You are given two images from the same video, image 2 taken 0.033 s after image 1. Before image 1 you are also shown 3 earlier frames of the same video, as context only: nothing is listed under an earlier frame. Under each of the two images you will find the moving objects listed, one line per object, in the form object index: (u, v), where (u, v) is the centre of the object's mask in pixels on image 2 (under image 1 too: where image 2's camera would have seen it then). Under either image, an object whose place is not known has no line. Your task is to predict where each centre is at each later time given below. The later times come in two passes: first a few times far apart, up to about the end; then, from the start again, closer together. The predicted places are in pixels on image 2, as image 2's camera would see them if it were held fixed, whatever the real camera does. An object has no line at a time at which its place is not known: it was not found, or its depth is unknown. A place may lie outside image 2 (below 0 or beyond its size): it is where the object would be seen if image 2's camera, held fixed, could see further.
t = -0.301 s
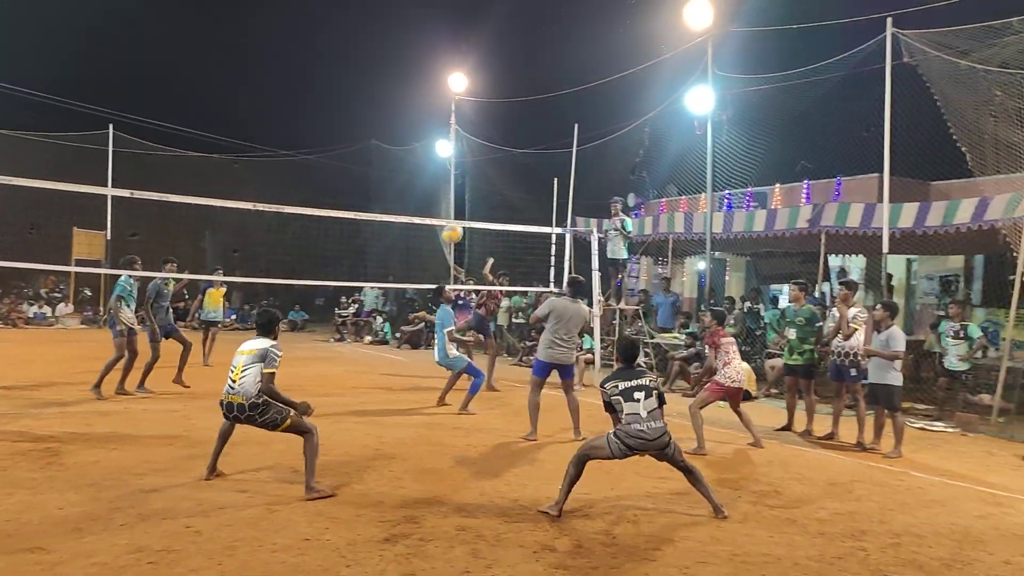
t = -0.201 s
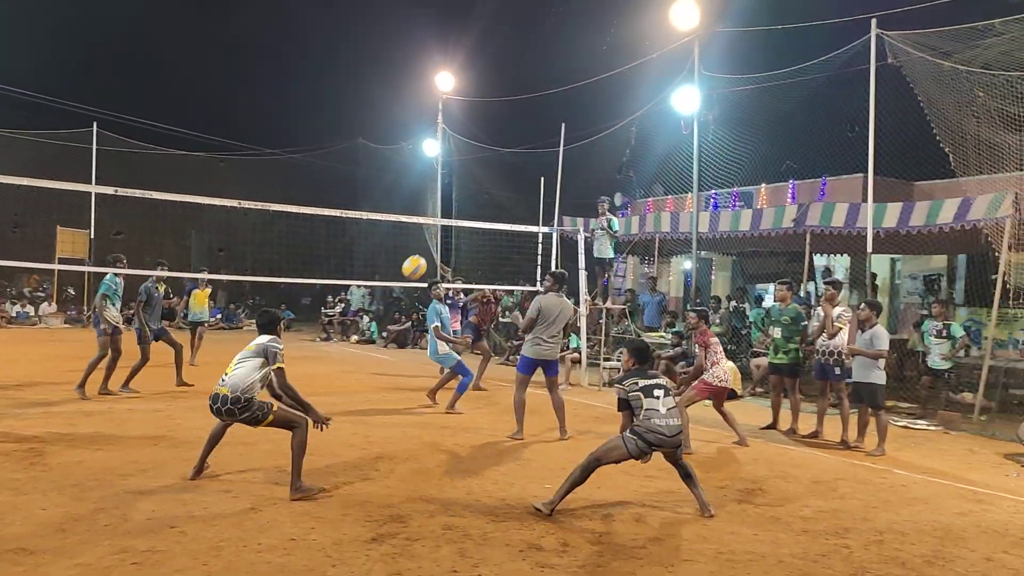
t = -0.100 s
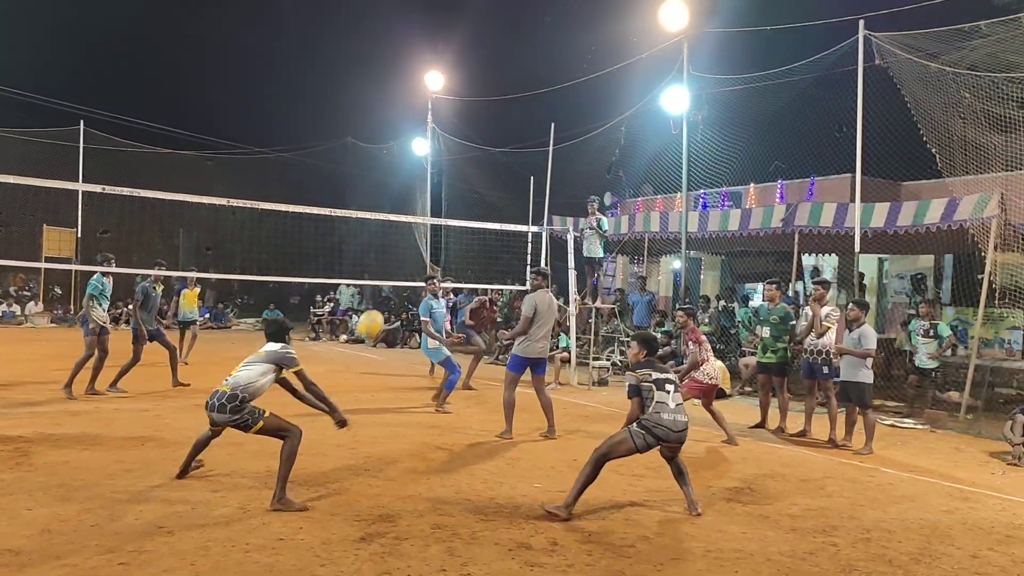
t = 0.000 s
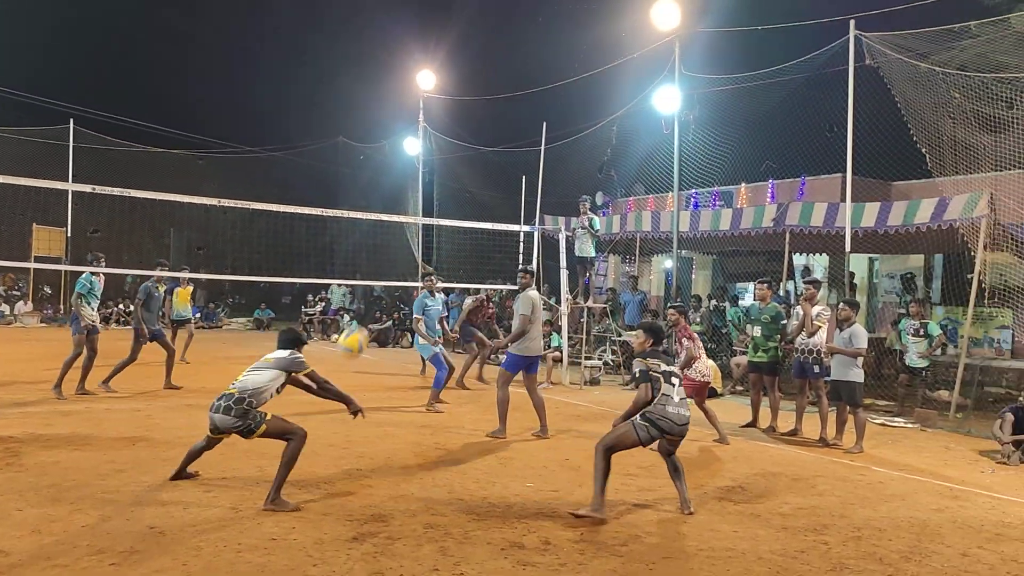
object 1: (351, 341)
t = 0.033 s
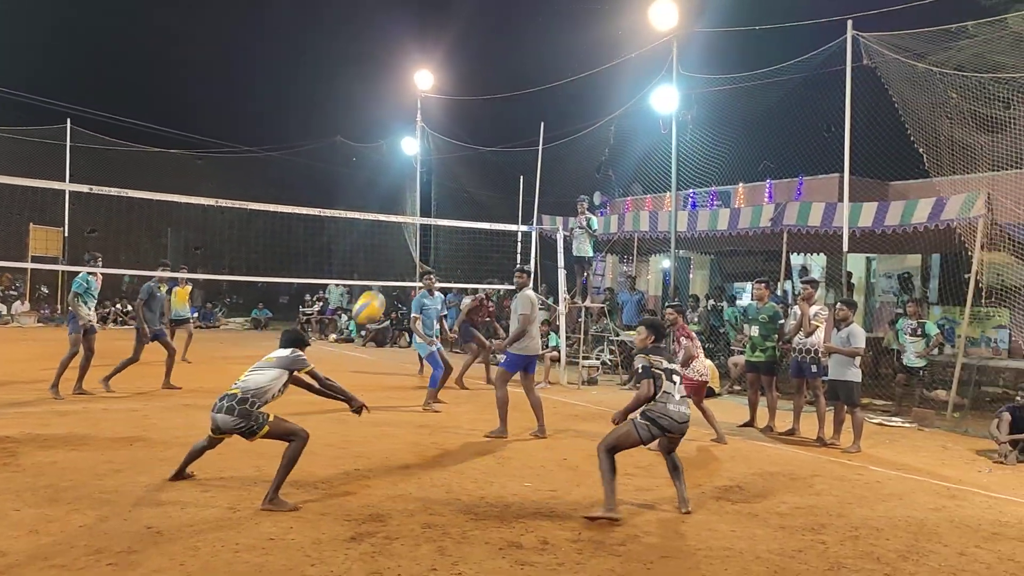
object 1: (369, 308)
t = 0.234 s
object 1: (463, 151)
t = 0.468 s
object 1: (553, 48)
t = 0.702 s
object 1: (630, 12)
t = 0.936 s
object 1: (696, 34)
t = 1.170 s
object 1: (753, 104)
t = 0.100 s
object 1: (402, 247)
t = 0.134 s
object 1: (418, 221)
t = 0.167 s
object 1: (434, 196)
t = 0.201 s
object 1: (449, 172)
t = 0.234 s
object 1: (463, 151)
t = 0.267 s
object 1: (477, 131)
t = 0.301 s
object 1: (490, 114)
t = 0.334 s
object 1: (503, 98)
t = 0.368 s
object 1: (517, 82)
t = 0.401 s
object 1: (530, 69)
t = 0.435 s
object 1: (542, 58)
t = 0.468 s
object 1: (553, 48)
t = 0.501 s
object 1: (565, 39)
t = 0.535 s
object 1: (577, 31)
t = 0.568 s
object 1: (588, 25)
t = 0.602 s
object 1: (599, 20)
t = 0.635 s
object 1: (609, 17)
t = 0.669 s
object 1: (619, 14)
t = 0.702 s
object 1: (630, 12)
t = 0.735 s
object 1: (638, 11)
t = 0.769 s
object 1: (648, 10)
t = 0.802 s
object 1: (659, 15)
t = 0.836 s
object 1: (672, 19)
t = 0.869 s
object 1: (681, 22)
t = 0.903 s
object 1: (687, 27)
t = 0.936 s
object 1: (696, 34)
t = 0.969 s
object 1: (705, 42)
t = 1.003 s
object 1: (713, 50)
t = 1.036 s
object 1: (722, 58)
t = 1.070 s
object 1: (731, 68)
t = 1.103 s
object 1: (738, 79)
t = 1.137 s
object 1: (746, 92)
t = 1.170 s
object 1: (753, 104)
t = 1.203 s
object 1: (761, 118)
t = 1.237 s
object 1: (768, 131)
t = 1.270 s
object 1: (775, 147)
